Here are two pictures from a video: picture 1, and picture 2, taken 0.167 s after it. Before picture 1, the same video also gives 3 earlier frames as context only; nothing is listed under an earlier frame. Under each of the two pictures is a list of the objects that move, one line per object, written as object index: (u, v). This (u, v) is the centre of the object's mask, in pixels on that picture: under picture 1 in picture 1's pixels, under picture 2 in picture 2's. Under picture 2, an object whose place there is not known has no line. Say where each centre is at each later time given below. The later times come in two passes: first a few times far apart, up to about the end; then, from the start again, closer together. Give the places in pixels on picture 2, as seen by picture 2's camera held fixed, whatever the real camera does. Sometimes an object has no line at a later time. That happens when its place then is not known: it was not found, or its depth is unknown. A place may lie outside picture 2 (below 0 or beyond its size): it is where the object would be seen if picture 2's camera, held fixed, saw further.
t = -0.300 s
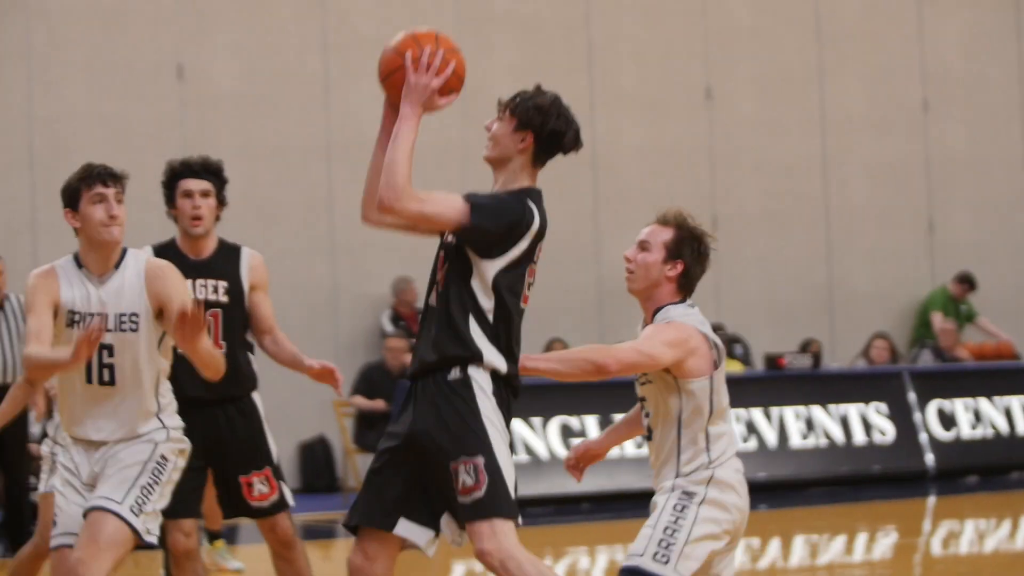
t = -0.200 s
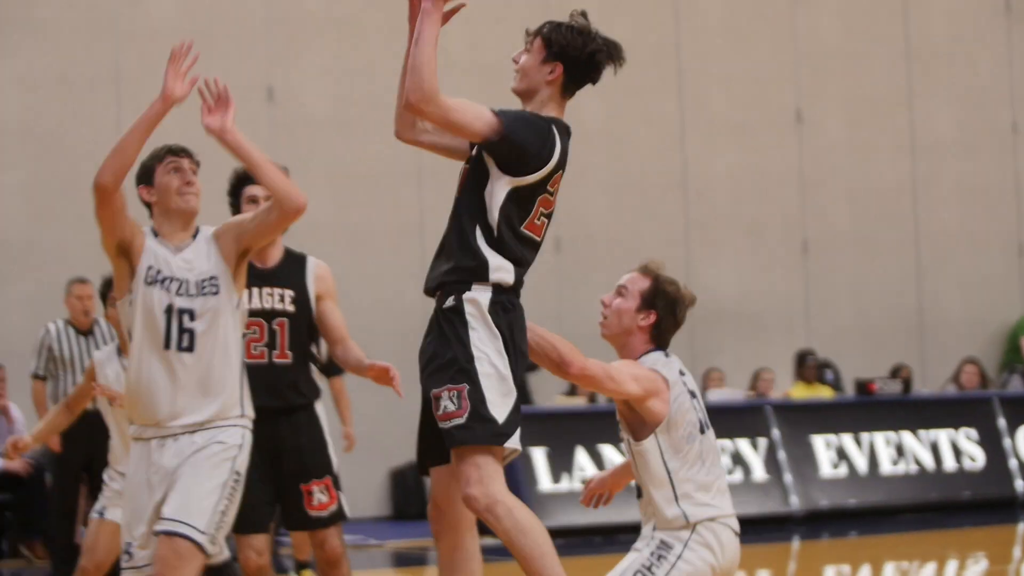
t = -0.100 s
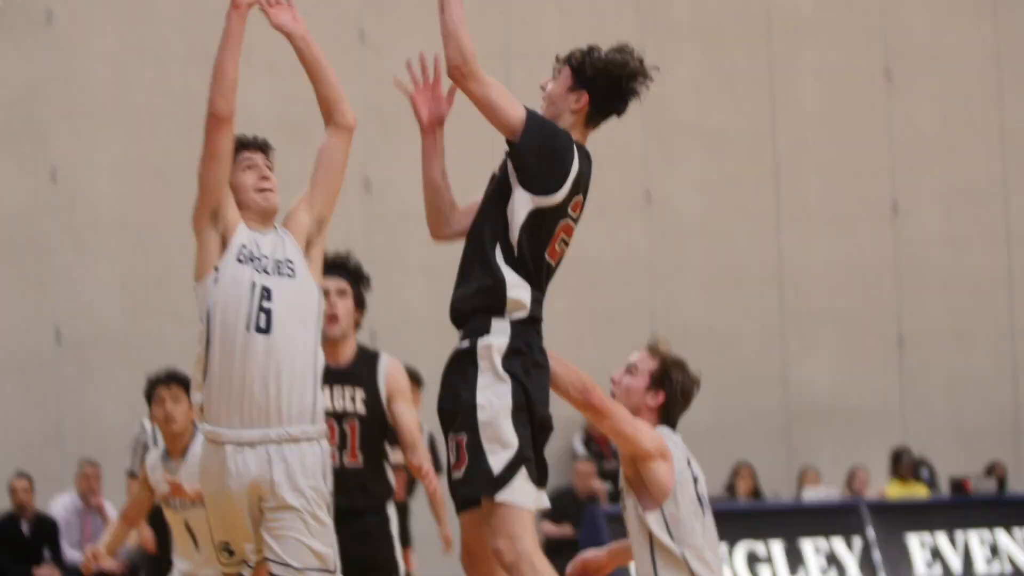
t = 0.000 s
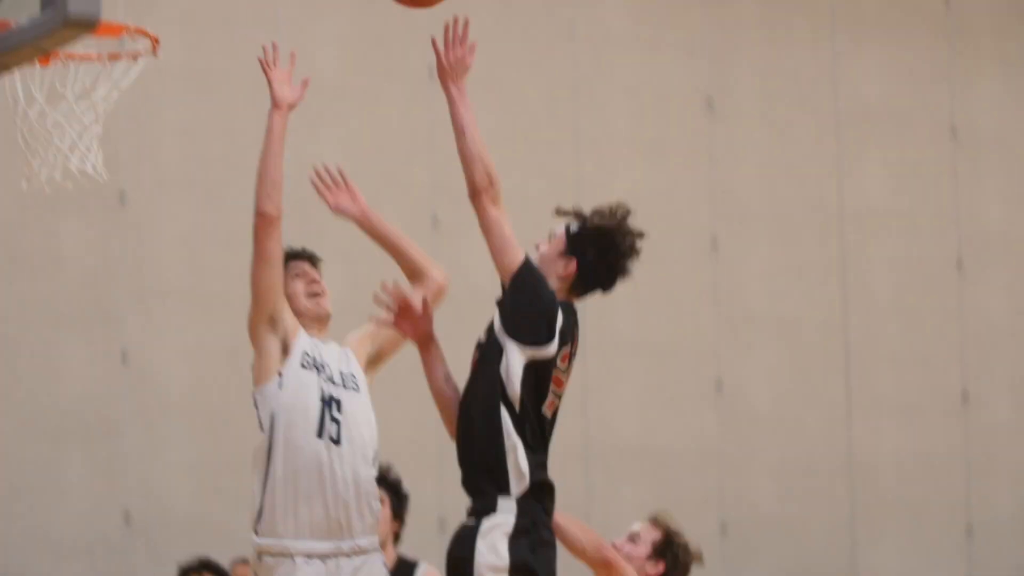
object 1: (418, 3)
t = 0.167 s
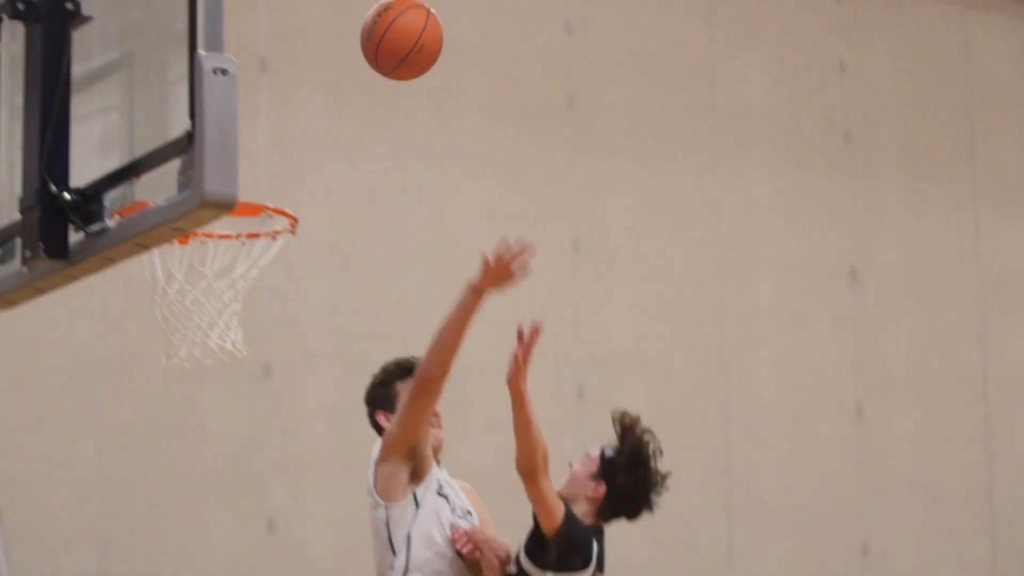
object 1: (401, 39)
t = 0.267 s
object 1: (317, 24)
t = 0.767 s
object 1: (239, 293)
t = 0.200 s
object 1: (373, 29)
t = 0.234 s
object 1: (345, 24)
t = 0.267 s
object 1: (317, 24)
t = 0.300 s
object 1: (289, 26)
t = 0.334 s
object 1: (263, 32)
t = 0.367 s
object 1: (248, 38)
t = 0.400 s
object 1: (178, 54)
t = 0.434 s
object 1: (166, 70)
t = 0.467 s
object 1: (159, 91)
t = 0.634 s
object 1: (207, 232)
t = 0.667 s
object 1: (209, 246)
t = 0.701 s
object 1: (213, 267)
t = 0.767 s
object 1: (239, 293)
